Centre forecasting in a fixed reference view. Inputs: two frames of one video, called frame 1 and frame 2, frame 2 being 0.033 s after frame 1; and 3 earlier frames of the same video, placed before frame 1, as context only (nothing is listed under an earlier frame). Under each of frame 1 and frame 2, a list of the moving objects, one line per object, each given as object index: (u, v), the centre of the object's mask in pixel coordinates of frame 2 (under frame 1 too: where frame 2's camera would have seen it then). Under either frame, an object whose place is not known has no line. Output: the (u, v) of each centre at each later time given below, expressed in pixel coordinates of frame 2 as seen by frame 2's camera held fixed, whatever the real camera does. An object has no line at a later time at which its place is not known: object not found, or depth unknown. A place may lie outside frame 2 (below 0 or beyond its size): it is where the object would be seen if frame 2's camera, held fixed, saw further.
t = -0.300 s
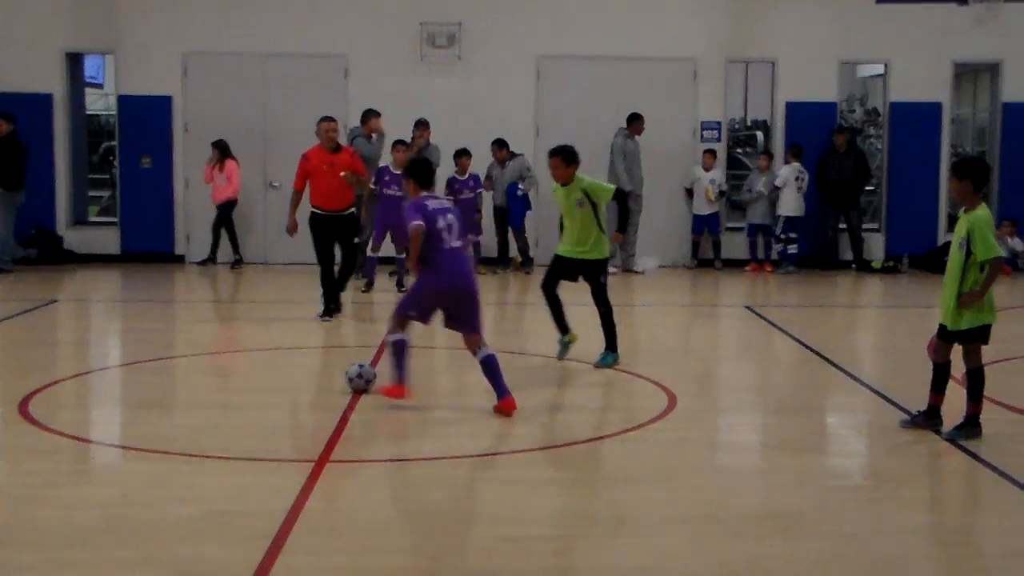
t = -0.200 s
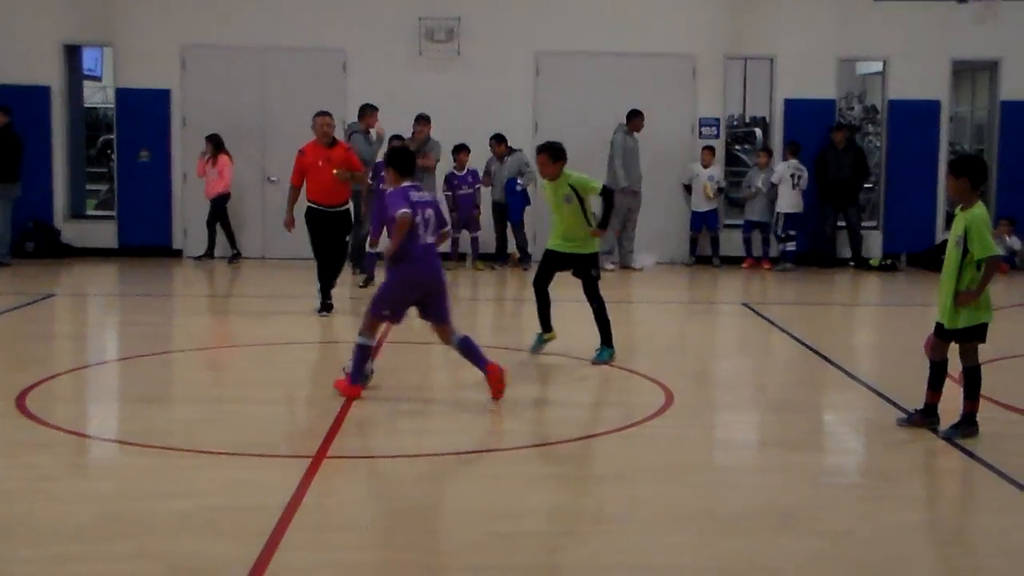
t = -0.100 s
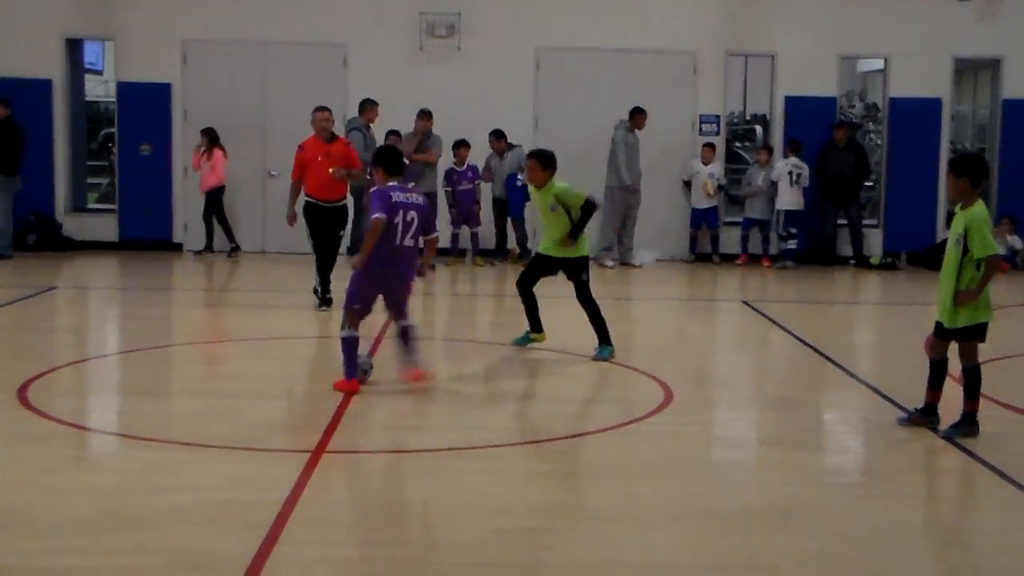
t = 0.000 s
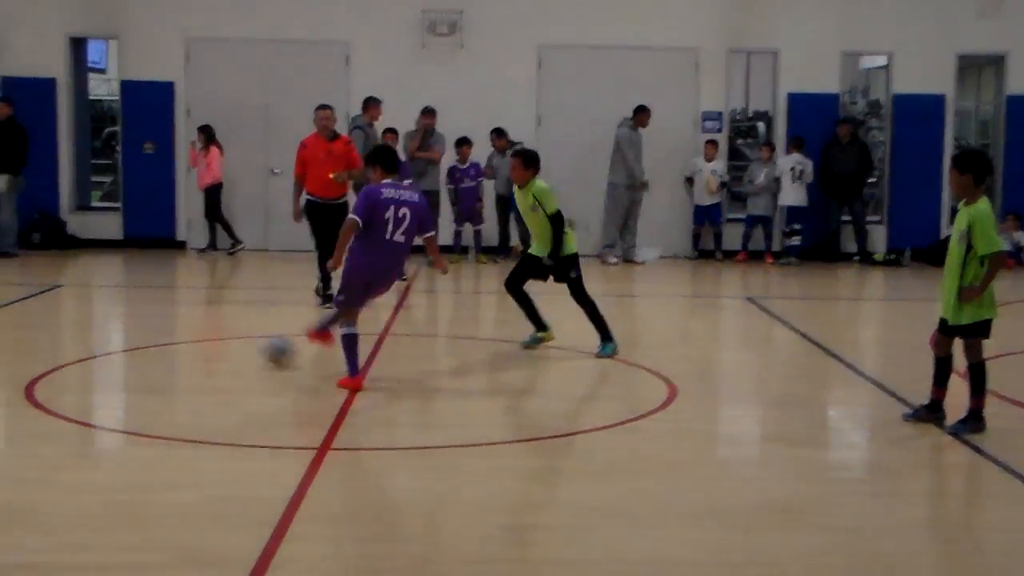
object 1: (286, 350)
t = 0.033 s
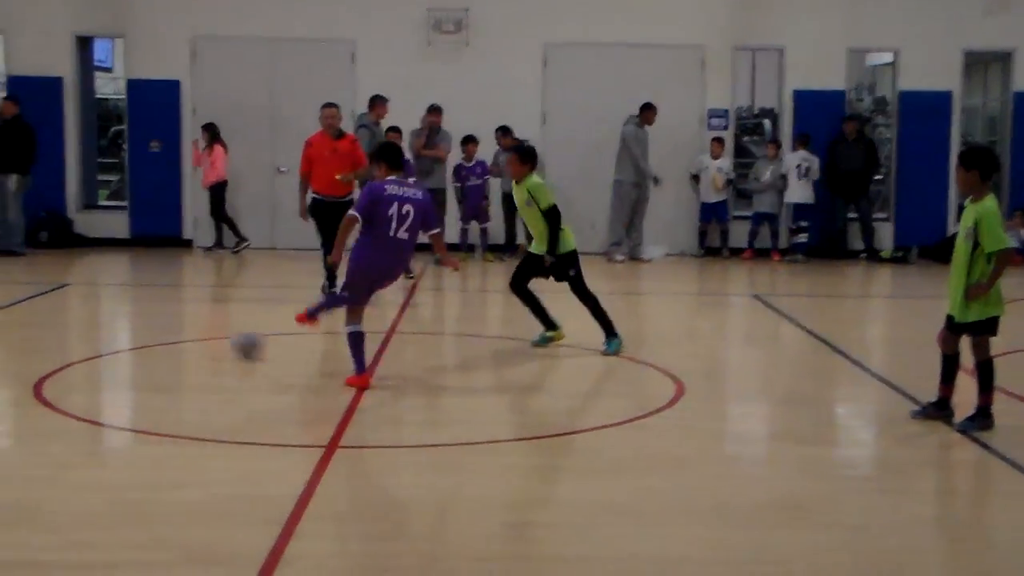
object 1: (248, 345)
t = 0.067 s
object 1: (212, 342)
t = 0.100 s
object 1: (178, 337)
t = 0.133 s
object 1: (149, 333)
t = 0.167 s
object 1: (122, 327)
